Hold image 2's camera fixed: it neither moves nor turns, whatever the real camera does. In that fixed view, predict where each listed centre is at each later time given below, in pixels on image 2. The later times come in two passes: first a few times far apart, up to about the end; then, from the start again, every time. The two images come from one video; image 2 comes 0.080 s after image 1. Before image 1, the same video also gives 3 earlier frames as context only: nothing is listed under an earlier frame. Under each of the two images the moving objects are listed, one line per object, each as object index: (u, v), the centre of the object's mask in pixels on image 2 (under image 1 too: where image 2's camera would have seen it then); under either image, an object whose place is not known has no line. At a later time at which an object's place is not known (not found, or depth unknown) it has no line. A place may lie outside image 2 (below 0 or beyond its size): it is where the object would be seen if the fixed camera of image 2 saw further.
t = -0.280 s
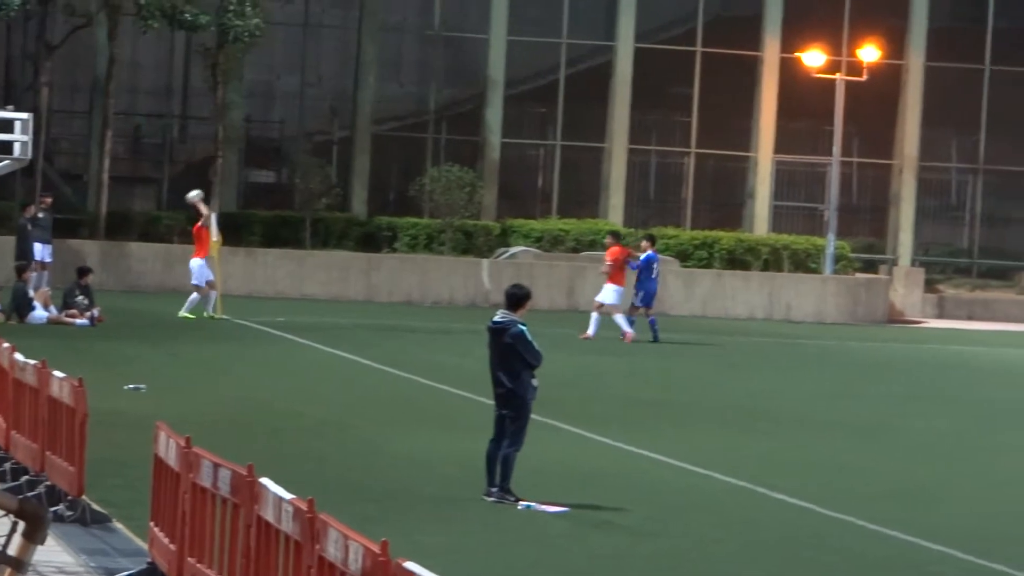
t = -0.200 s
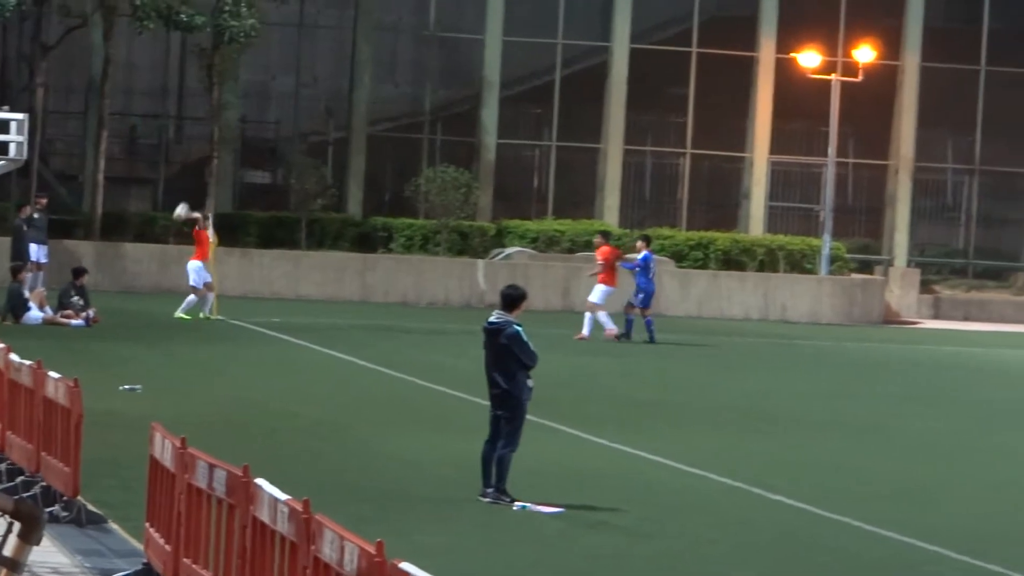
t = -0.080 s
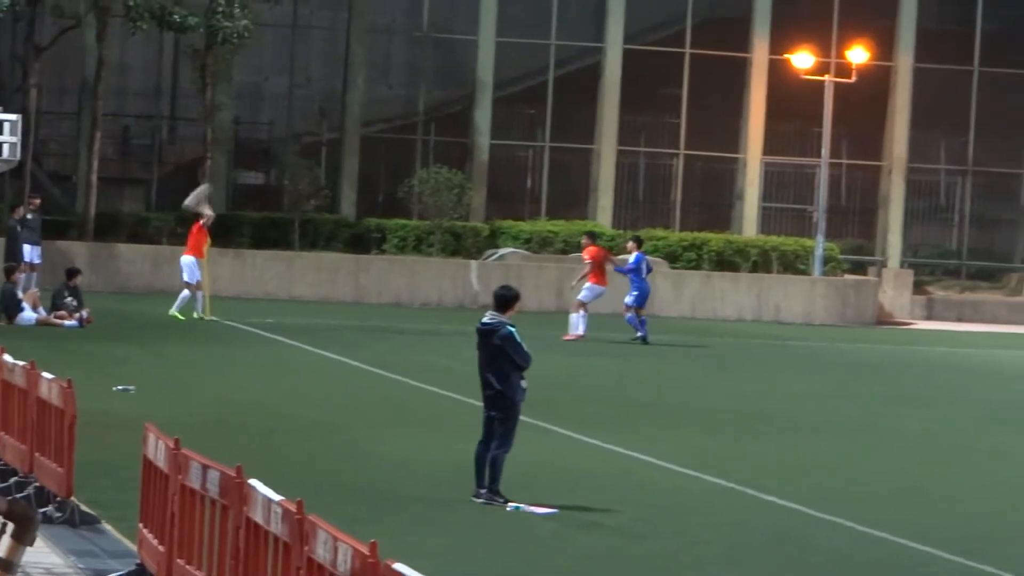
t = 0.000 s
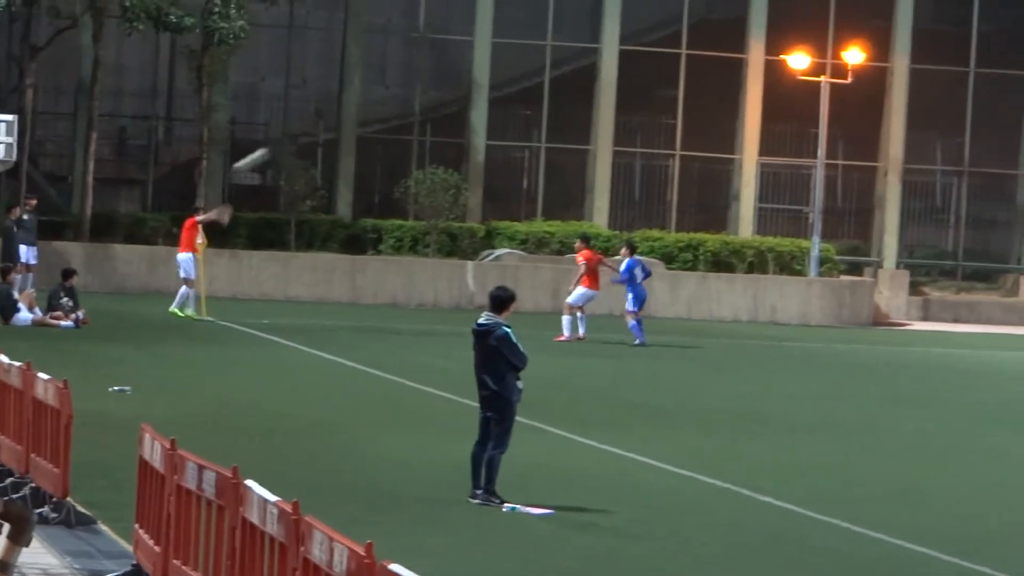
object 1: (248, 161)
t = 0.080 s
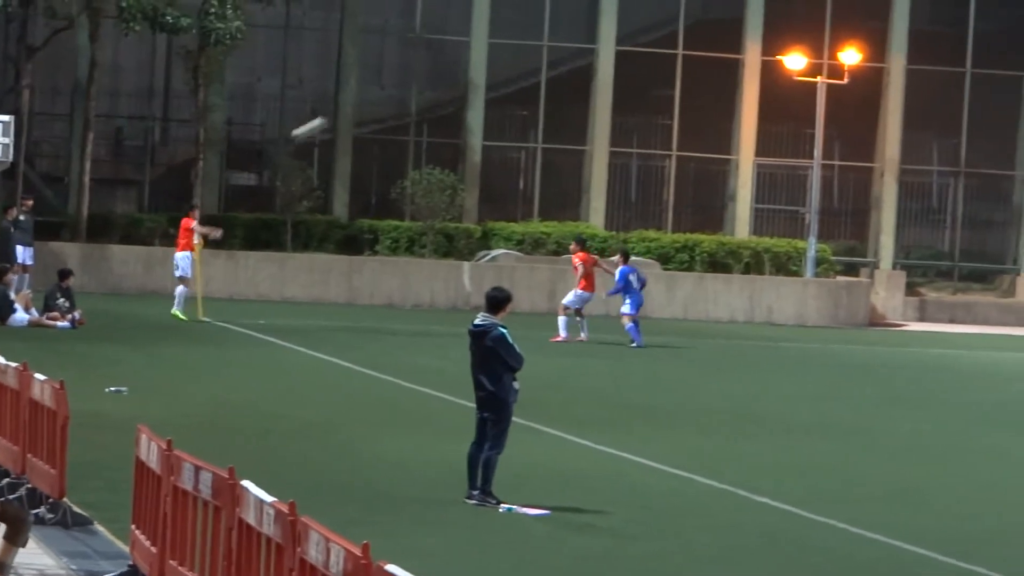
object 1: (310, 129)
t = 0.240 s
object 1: (432, 77)
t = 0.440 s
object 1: (581, 37)
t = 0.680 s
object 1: (763, 25)
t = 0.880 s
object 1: (909, 42)
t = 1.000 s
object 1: (998, 65)
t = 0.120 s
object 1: (340, 115)
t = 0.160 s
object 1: (370, 100)
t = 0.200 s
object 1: (402, 88)
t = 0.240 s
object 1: (432, 77)
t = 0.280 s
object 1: (460, 67)
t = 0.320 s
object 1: (493, 58)
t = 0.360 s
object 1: (522, 50)
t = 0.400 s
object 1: (552, 43)
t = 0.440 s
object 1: (581, 37)
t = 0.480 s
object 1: (613, 32)
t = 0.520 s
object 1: (642, 29)
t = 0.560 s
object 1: (672, 28)
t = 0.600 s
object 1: (702, 26)
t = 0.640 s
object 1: (732, 25)
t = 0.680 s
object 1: (763, 25)
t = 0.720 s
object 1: (792, 27)
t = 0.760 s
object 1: (821, 29)
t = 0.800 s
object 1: (851, 31)
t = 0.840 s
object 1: (881, 37)
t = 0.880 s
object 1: (909, 42)
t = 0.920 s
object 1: (939, 49)
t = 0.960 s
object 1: (969, 56)
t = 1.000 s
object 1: (998, 65)
